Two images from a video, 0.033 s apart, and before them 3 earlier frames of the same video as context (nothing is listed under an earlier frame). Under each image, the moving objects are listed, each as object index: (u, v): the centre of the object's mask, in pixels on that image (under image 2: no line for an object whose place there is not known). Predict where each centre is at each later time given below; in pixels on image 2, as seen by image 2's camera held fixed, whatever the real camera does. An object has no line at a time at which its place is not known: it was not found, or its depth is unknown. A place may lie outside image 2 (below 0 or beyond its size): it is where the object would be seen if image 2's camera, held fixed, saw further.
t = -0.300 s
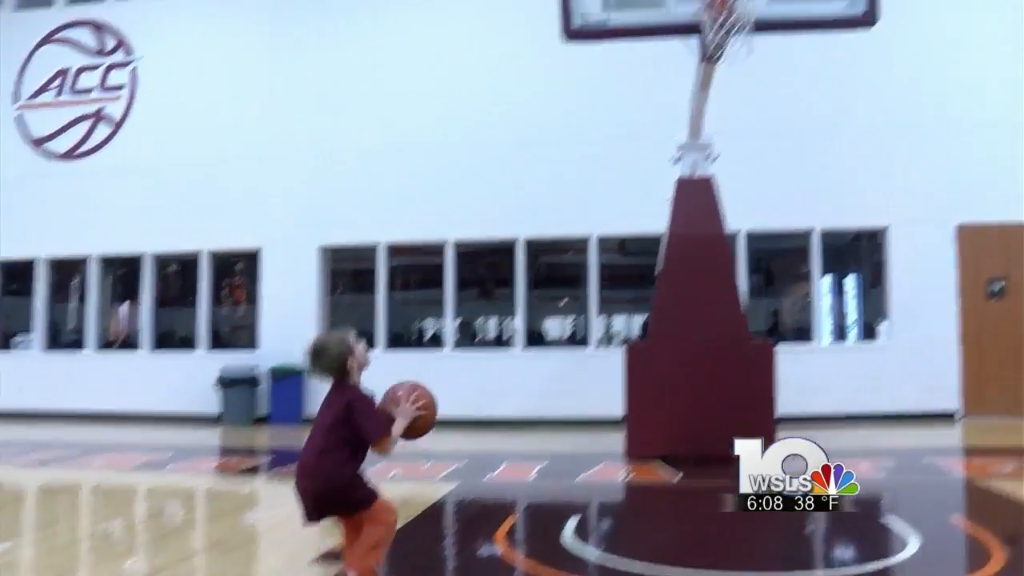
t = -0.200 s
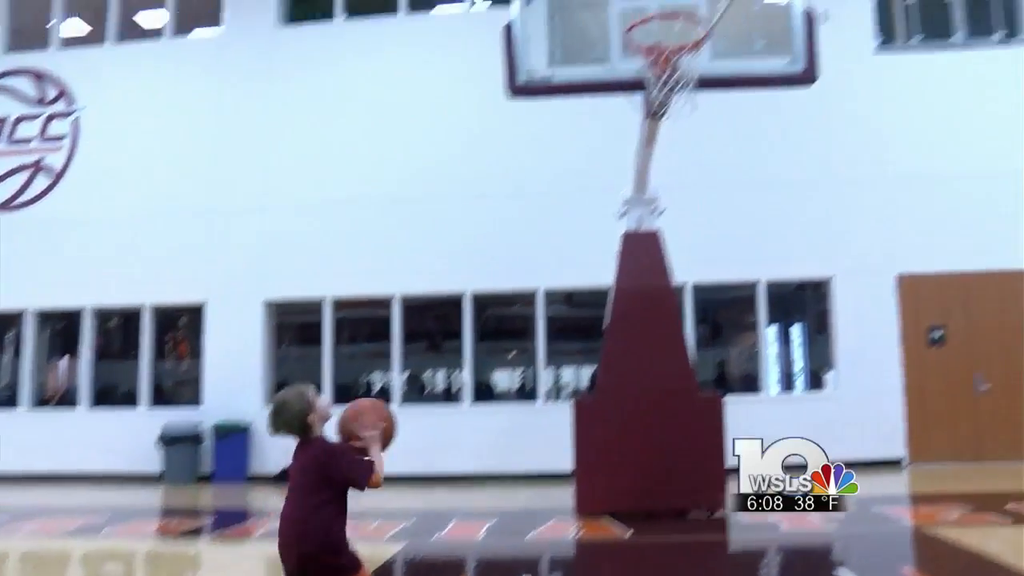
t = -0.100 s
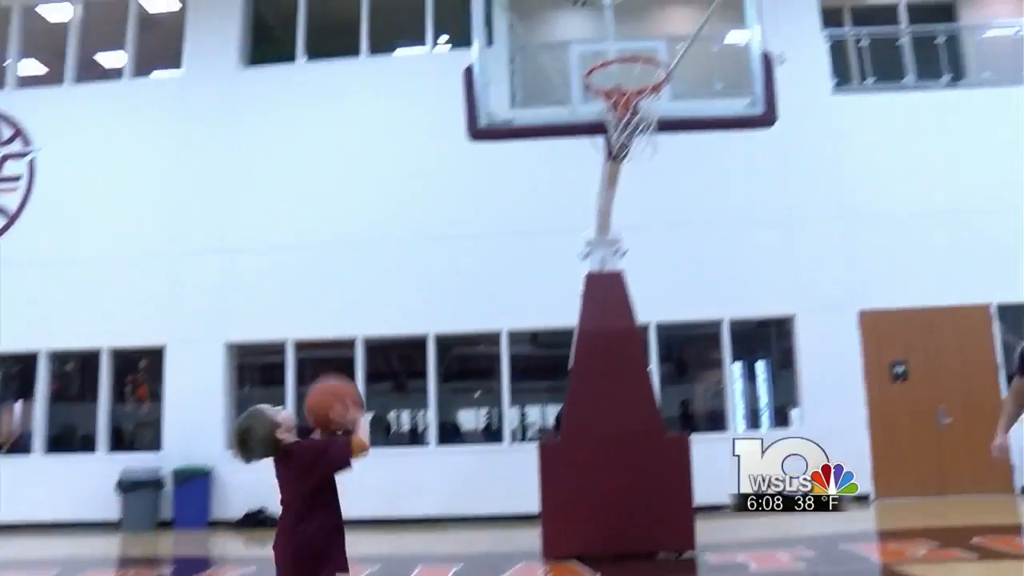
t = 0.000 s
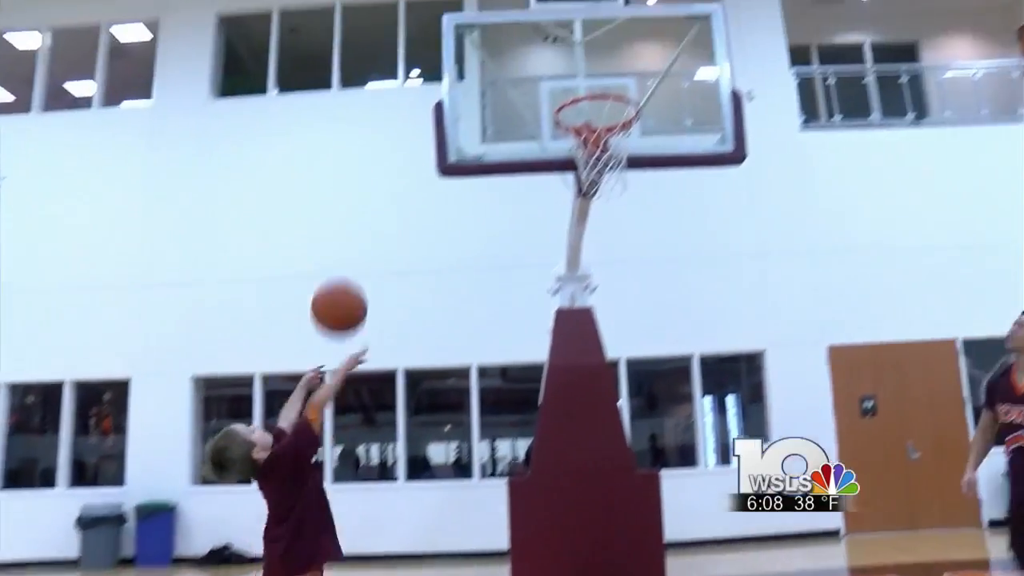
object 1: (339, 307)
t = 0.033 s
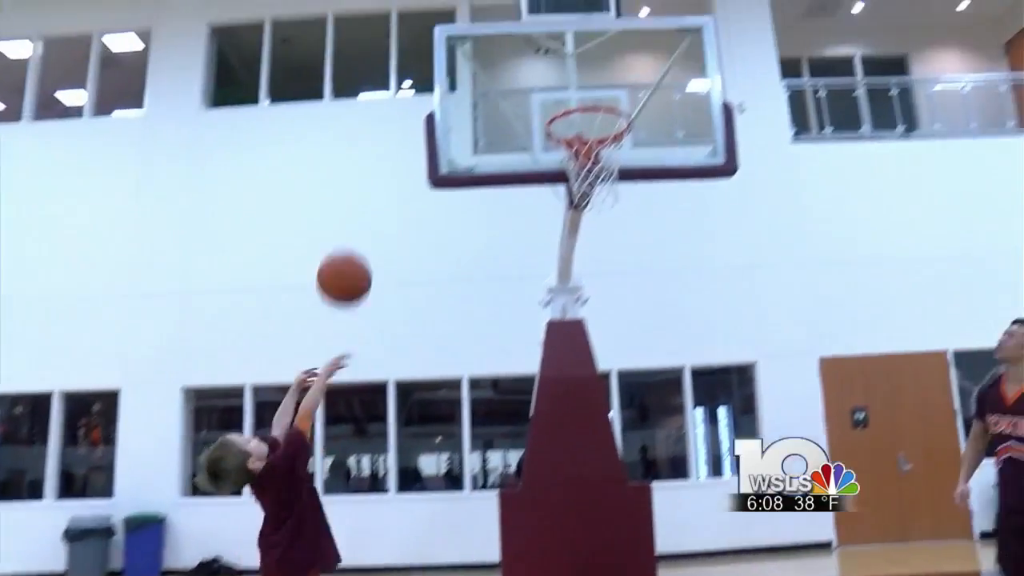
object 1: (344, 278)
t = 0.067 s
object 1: (359, 239)
